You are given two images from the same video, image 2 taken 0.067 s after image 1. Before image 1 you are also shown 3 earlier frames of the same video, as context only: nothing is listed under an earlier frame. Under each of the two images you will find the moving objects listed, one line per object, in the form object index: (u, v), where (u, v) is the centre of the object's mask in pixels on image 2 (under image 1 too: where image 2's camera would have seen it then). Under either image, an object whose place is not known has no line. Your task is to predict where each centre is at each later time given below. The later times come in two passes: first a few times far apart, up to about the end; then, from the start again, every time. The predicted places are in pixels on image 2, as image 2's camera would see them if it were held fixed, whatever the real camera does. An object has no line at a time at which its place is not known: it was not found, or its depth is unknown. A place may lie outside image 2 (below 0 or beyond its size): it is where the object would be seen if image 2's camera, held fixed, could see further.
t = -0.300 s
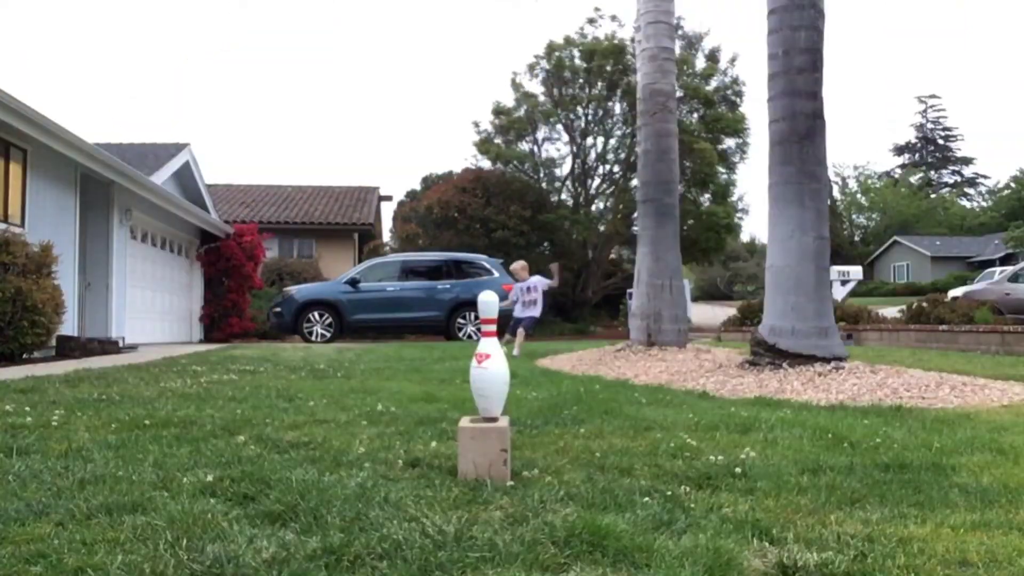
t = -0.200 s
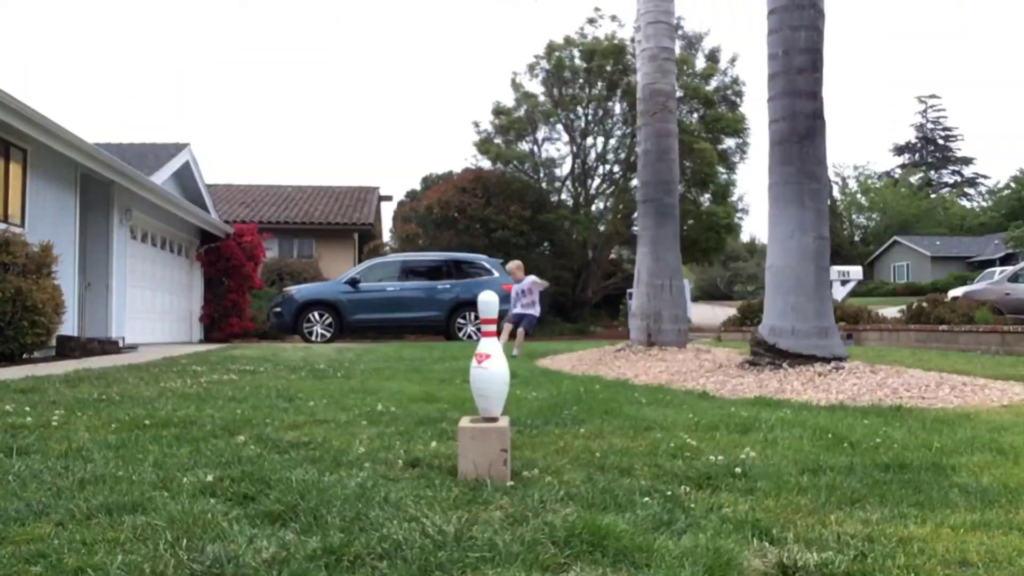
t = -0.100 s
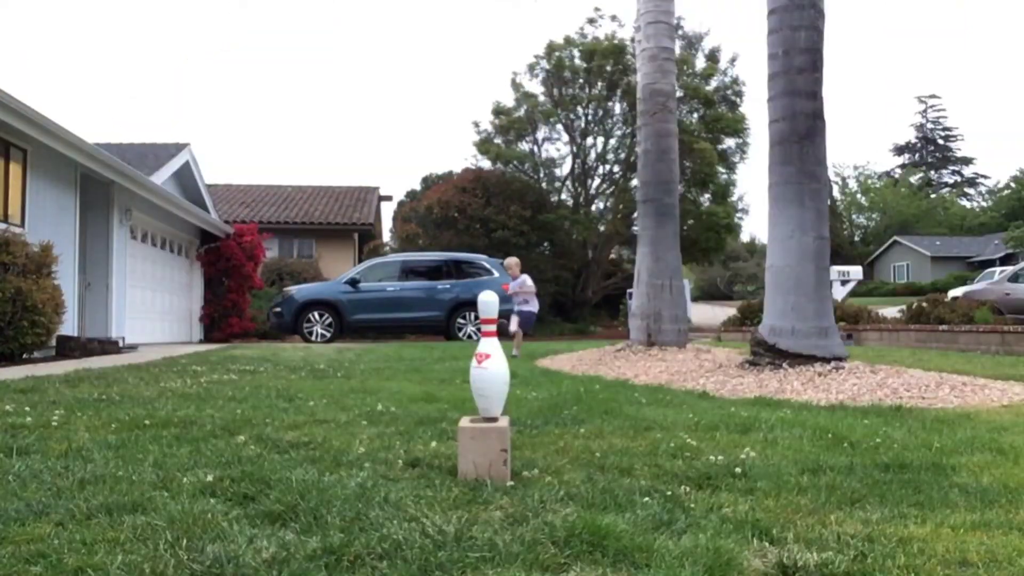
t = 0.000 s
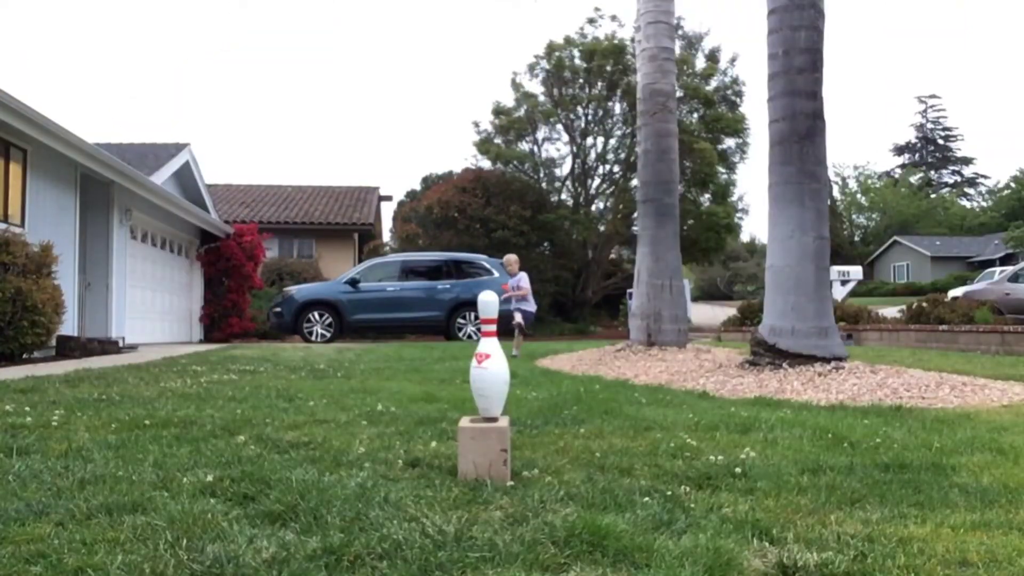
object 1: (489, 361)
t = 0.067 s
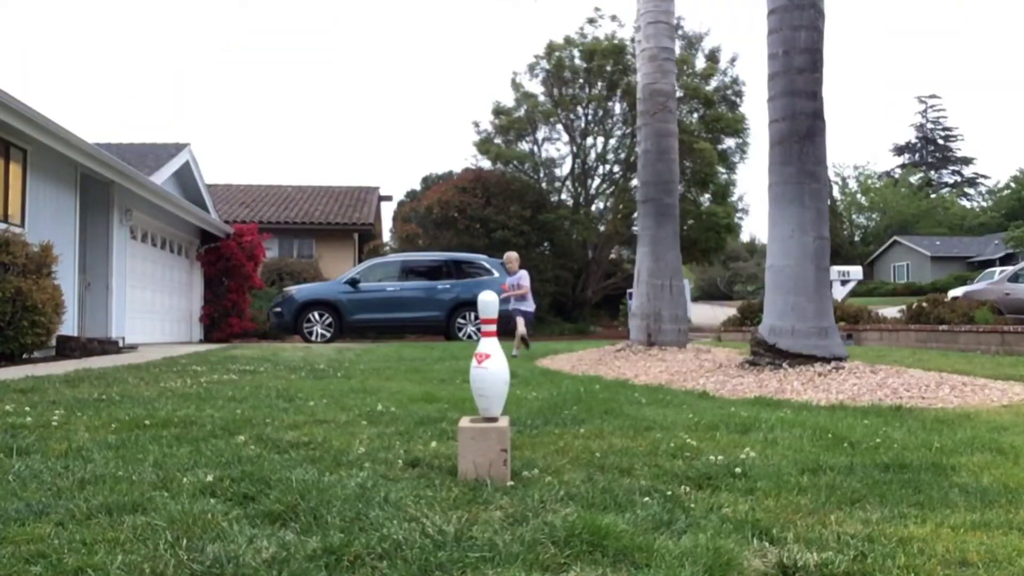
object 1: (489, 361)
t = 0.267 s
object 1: (489, 361)
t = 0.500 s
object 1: (489, 361)
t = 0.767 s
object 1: (489, 361)
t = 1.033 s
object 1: (500, 362)
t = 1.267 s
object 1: (506, 381)
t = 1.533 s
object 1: (493, 438)
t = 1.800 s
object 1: (494, 484)
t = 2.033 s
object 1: (506, 486)
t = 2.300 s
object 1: (504, 486)
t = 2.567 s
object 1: (504, 486)
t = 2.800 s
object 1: (504, 486)
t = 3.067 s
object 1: (504, 486)
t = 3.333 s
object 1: (504, 486)
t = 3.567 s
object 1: (504, 486)
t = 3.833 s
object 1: (504, 486)
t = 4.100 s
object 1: (504, 486)
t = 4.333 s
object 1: (504, 486)
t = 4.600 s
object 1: (504, 486)
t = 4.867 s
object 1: (504, 486)
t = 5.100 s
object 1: (504, 486)
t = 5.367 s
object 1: (504, 486)
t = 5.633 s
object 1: (504, 486)
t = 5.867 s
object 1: (504, 486)
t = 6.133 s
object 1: (504, 486)
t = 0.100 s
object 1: (489, 361)
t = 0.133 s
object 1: (489, 361)
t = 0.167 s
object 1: (489, 361)
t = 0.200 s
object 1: (489, 361)
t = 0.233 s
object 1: (489, 361)
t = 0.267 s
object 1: (489, 361)
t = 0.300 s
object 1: (489, 361)
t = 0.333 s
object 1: (489, 361)
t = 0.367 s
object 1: (489, 361)
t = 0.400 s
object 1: (489, 361)
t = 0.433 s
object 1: (489, 361)
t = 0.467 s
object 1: (489, 361)
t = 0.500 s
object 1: (489, 361)
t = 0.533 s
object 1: (489, 361)
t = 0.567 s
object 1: (489, 361)
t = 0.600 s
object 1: (489, 361)
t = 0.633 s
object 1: (489, 361)
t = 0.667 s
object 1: (489, 361)
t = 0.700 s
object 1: (489, 361)
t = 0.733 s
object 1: (489, 361)
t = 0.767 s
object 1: (489, 361)
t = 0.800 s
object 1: (489, 361)
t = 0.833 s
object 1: (490, 361)
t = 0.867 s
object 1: (492, 361)
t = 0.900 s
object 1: (494, 361)
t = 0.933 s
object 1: (496, 361)
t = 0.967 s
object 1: (497, 362)
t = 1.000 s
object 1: (499, 362)
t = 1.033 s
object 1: (500, 362)
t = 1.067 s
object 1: (501, 363)
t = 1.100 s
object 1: (502, 364)
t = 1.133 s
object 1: (504, 366)
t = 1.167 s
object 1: (505, 370)
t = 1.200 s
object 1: (506, 375)
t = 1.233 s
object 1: (506, 378)
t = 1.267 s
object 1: (506, 381)
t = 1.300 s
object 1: (505, 386)
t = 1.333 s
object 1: (504, 391)
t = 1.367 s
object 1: (504, 399)
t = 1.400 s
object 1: (501, 411)
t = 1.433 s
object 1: (498, 422)
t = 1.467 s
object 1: (495, 433)
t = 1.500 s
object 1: (494, 436)
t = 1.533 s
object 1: (493, 438)
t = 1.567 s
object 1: (493, 440)
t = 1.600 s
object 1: (494, 445)
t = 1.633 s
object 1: (494, 453)
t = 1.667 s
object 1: (493, 460)
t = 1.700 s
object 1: (493, 467)
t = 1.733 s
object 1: (493, 475)
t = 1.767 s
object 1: (492, 484)
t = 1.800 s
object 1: (494, 484)
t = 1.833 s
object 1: (497, 482)
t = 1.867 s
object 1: (499, 482)
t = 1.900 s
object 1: (501, 485)
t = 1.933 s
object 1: (503, 486)
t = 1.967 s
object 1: (505, 486)
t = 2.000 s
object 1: (506, 486)
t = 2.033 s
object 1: (506, 486)
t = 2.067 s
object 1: (506, 486)
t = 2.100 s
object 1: (506, 486)
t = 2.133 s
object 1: (506, 486)
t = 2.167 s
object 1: (505, 486)
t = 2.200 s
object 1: (504, 486)
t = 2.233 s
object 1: (504, 486)
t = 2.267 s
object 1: (504, 486)
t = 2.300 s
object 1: (504, 486)
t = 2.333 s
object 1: (504, 486)
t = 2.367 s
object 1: (504, 486)
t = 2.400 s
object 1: (504, 486)
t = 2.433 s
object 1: (504, 486)
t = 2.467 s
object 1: (504, 486)
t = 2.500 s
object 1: (504, 486)
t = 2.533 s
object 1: (504, 486)
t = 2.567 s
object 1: (504, 486)
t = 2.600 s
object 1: (504, 486)
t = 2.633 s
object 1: (504, 486)
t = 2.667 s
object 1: (504, 486)
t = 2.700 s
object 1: (504, 486)
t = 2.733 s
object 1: (504, 486)
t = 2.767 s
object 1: (504, 486)
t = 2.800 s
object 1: (504, 486)
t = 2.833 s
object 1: (504, 486)
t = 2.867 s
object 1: (504, 486)
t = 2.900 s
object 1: (504, 486)
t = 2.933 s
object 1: (504, 486)
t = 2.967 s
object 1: (504, 486)
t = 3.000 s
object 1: (504, 486)
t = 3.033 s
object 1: (504, 486)
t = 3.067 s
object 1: (504, 486)
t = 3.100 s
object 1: (504, 486)
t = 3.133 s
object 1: (504, 486)
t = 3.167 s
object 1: (504, 486)
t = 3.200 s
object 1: (504, 486)
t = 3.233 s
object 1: (504, 486)
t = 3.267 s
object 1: (504, 486)
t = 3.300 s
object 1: (504, 486)
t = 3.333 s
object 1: (504, 486)
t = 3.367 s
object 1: (504, 486)
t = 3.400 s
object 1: (504, 486)
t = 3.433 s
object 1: (504, 486)
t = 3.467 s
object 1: (504, 486)
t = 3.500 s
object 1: (504, 486)
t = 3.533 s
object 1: (504, 486)
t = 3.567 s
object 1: (504, 486)
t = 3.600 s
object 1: (504, 486)
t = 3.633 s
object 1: (504, 486)
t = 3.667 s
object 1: (504, 486)
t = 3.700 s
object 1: (504, 486)
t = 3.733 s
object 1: (504, 486)
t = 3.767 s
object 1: (504, 486)
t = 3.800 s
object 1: (504, 486)
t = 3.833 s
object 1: (504, 486)
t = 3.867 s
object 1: (504, 486)
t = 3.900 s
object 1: (504, 486)
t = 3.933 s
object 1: (504, 486)
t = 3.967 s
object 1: (504, 486)
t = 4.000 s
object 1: (504, 486)
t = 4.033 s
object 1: (504, 486)
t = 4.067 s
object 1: (504, 486)
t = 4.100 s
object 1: (504, 486)
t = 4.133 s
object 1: (504, 486)
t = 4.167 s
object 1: (504, 486)
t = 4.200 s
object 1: (504, 486)
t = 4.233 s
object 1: (504, 486)
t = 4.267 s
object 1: (504, 486)
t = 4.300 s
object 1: (504, 486)
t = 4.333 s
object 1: (504, 486)
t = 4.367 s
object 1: (504, 486)
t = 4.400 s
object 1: (504, 486)
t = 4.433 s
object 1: (504, 486)
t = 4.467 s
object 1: (504, 486)
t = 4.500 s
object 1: (504, 486)
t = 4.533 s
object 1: (504, 486)
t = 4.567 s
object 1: (504, 486)
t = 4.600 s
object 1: (504, 486)
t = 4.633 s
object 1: (504, 486)
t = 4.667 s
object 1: (504, 486)
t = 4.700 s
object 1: (504, 486)
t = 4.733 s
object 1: (504, 486)
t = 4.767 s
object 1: (504, 486)
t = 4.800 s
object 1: (504, 486)
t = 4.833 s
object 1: (504, 486)
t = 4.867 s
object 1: (504, 486)
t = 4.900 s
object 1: (504, 486)
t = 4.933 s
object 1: (504, 486)
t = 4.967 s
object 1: (504, 486)
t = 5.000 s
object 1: (504, 486)
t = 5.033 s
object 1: (504, 486)
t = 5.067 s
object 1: (504, 486)
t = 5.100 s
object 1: (504, 486)
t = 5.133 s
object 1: (504, 486)
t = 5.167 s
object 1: (504, 486)
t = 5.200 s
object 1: (504, 486)
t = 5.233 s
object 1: (504, 486)
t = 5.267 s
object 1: (504, 486)
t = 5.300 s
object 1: (504, 486)
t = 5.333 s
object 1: (504, 486)
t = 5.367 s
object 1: (504, 486)
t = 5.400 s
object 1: (504, 486)
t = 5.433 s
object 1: (504, 486)
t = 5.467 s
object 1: (504, 486)
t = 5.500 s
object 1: (504, 486)
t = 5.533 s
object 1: (504, 486)
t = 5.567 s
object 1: (504, 486)
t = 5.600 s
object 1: (504, 486)
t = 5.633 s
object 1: (504, 486)
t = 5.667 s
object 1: (504, 486)
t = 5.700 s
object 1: (504, 486)
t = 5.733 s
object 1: (504, 486)
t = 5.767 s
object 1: (504, 486)
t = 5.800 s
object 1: (504, 486)
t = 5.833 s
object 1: (504, 486)
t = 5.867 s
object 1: (504, 486)
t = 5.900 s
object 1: (504, 486)
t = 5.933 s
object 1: (504, 486)
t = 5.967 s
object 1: (504, 486)
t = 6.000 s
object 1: (504, 486)
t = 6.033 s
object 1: (504, 486)
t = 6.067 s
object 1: (504, 486)
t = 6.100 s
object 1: (504, 486)
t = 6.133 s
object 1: (504, 486)
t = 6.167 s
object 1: (504, 486)
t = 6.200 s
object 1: (504, 486)
